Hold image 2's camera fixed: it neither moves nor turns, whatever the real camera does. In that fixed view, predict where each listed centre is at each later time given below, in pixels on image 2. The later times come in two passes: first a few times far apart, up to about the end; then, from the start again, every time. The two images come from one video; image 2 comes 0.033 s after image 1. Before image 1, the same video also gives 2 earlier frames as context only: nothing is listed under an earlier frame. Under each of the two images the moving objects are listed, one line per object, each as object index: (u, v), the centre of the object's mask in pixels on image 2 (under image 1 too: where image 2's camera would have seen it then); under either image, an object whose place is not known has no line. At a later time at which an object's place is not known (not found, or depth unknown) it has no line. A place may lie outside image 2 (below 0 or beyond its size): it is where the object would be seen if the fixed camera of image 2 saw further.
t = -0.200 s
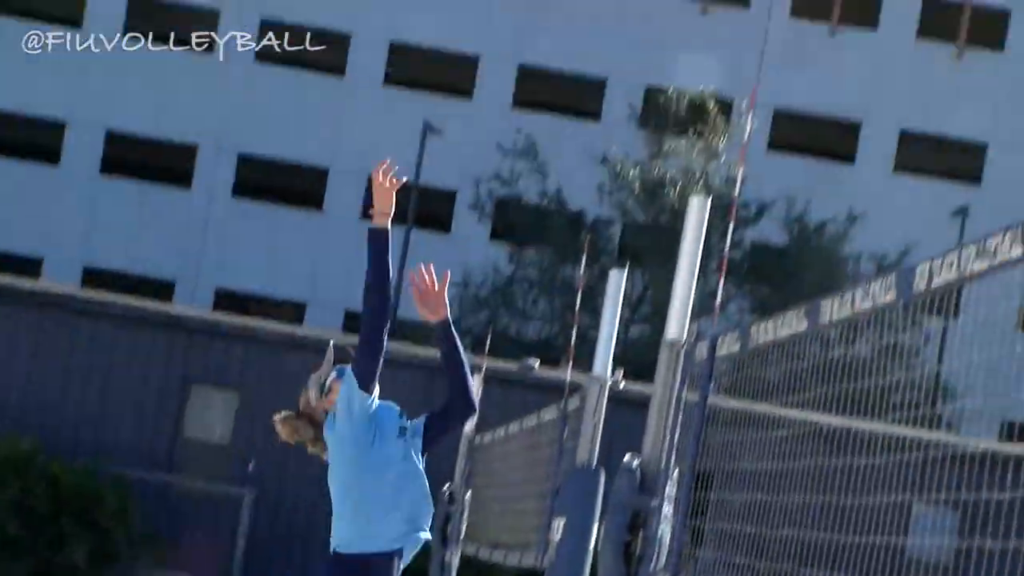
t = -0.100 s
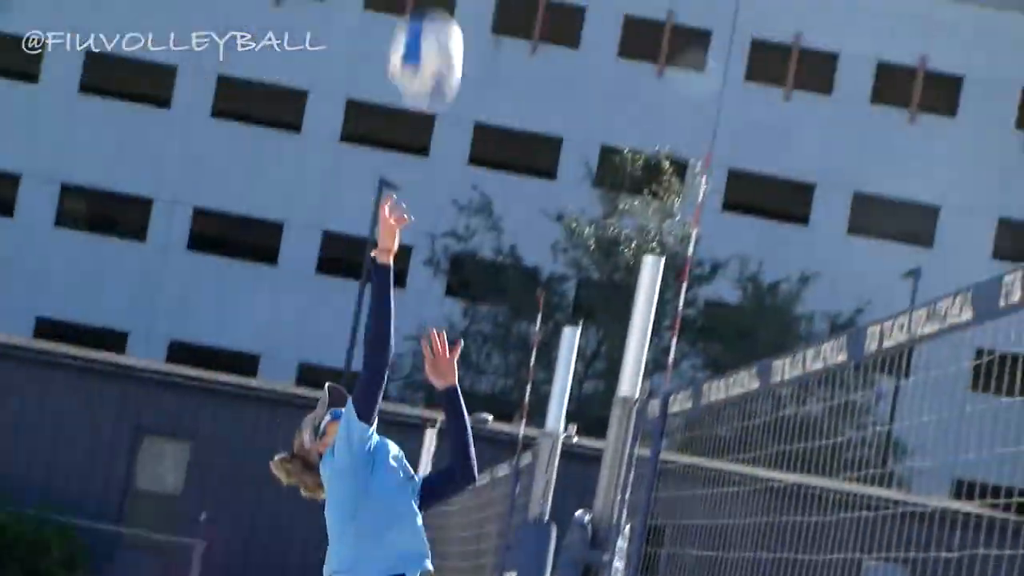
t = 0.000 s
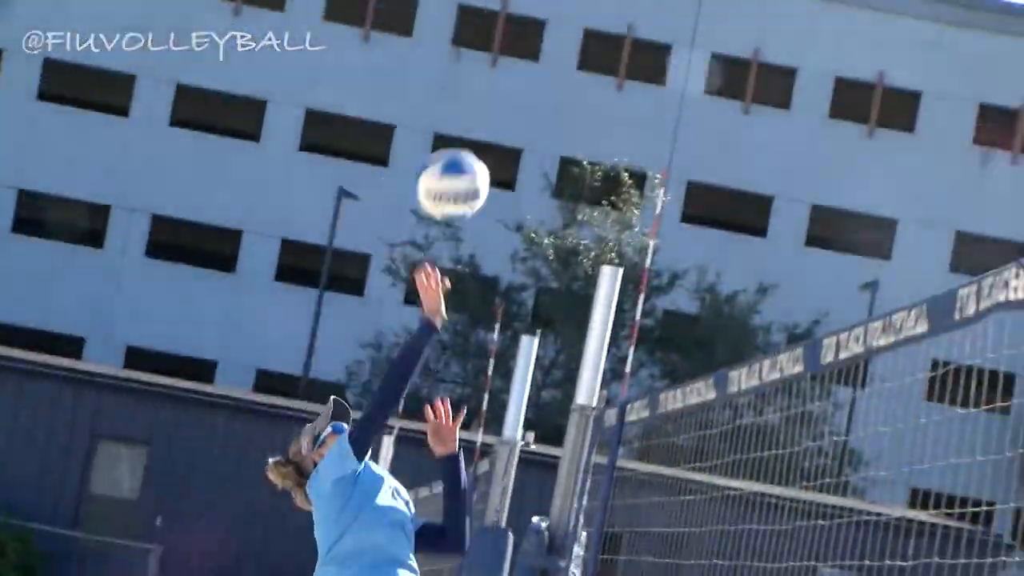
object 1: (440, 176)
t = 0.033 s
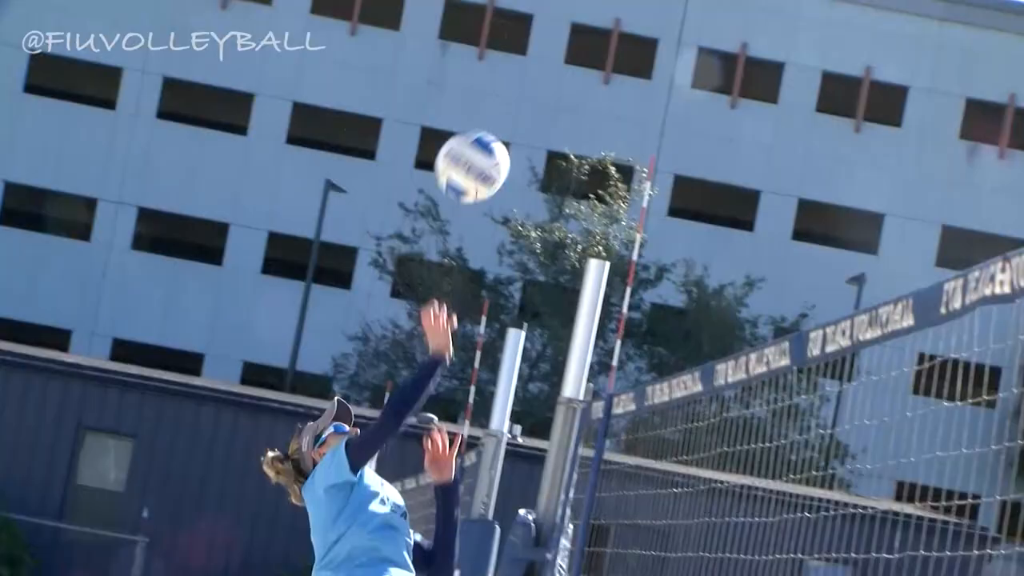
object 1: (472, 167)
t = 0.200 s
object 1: (625, 161)
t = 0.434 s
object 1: (809, 287)
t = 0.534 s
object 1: (878, 389)
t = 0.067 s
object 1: (504, 157)
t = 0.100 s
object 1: (535, 154)
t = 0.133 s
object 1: (566, 153)
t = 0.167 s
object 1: (597, 155)
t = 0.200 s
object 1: (625, 161)
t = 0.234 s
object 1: (654, 168)
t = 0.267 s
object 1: (682, 181)
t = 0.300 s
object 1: (707, 195)
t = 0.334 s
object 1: (733, 214)
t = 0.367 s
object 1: (758, 232)
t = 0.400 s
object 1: (784, 259)
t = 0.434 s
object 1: (809, 287)
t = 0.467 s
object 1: (827, 303)
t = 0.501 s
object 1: (859, 363)
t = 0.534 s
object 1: (878, 389)
